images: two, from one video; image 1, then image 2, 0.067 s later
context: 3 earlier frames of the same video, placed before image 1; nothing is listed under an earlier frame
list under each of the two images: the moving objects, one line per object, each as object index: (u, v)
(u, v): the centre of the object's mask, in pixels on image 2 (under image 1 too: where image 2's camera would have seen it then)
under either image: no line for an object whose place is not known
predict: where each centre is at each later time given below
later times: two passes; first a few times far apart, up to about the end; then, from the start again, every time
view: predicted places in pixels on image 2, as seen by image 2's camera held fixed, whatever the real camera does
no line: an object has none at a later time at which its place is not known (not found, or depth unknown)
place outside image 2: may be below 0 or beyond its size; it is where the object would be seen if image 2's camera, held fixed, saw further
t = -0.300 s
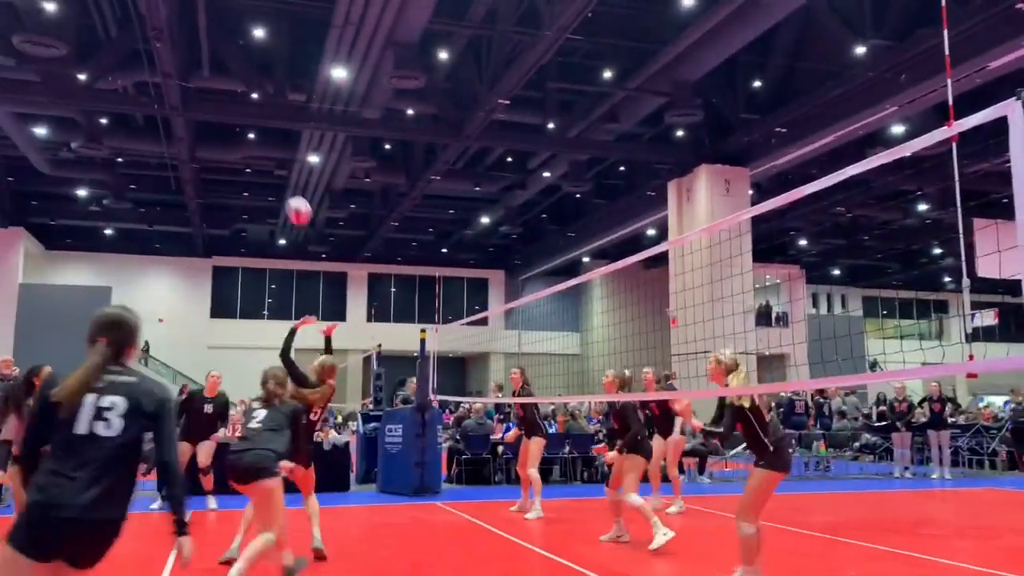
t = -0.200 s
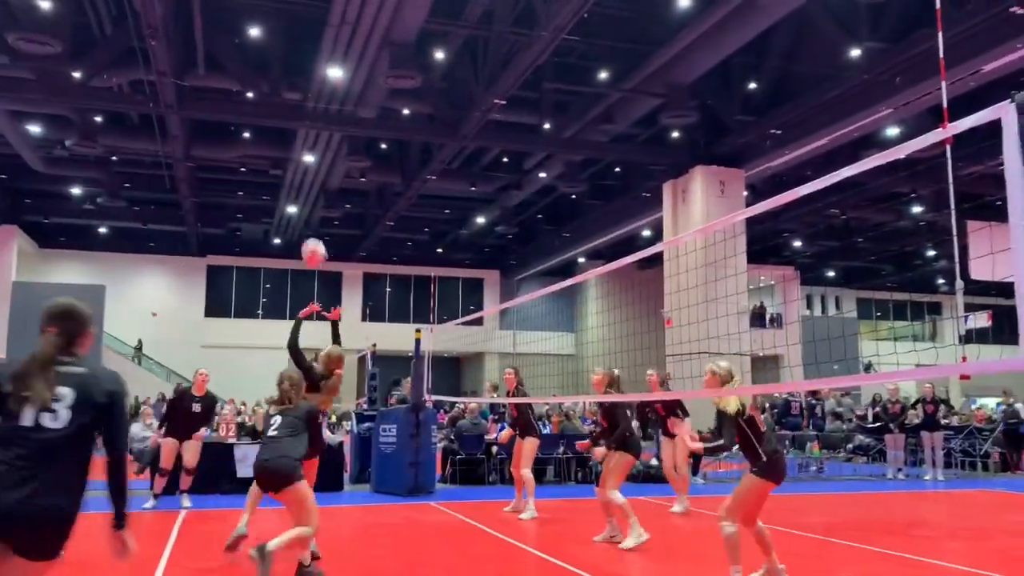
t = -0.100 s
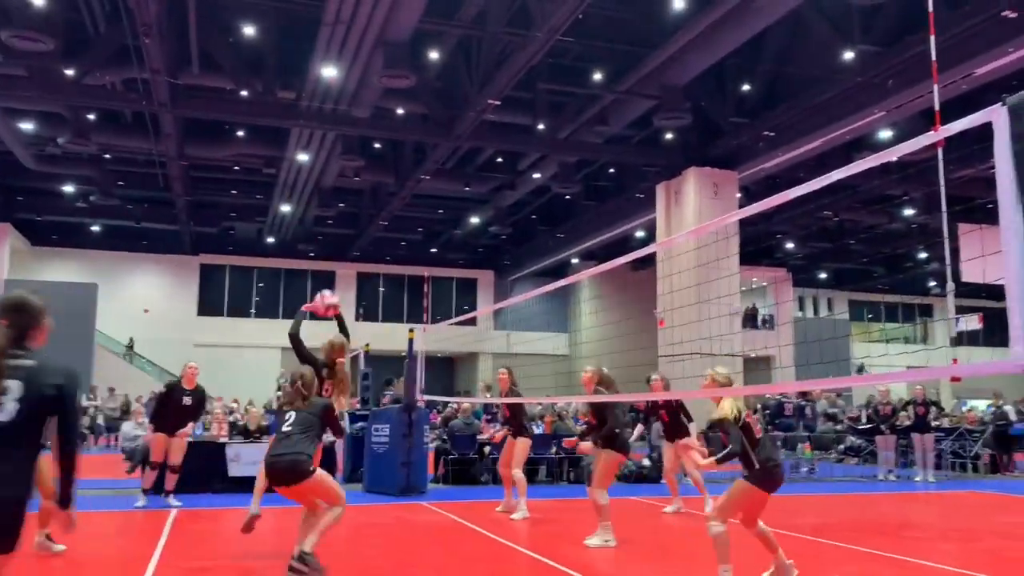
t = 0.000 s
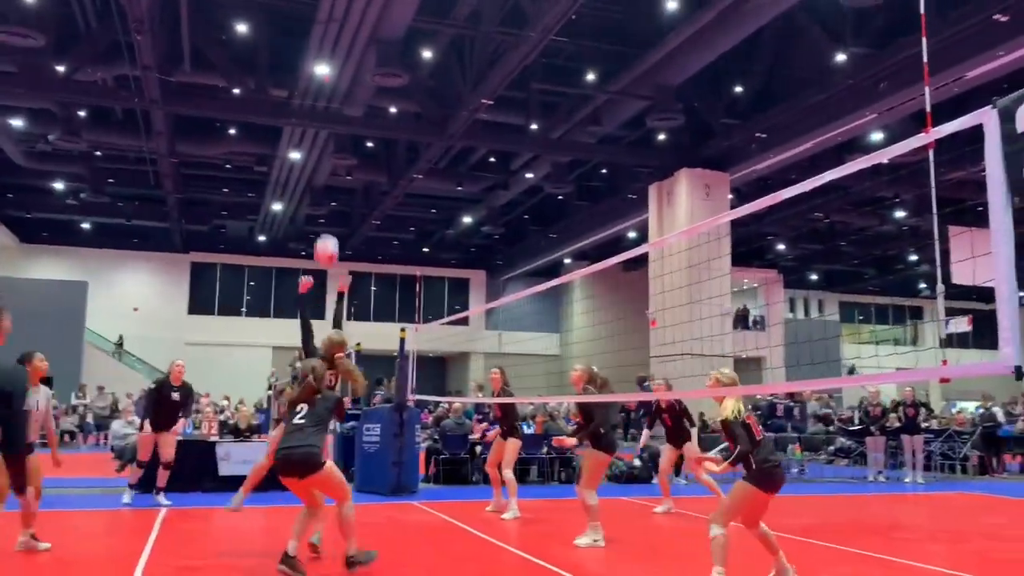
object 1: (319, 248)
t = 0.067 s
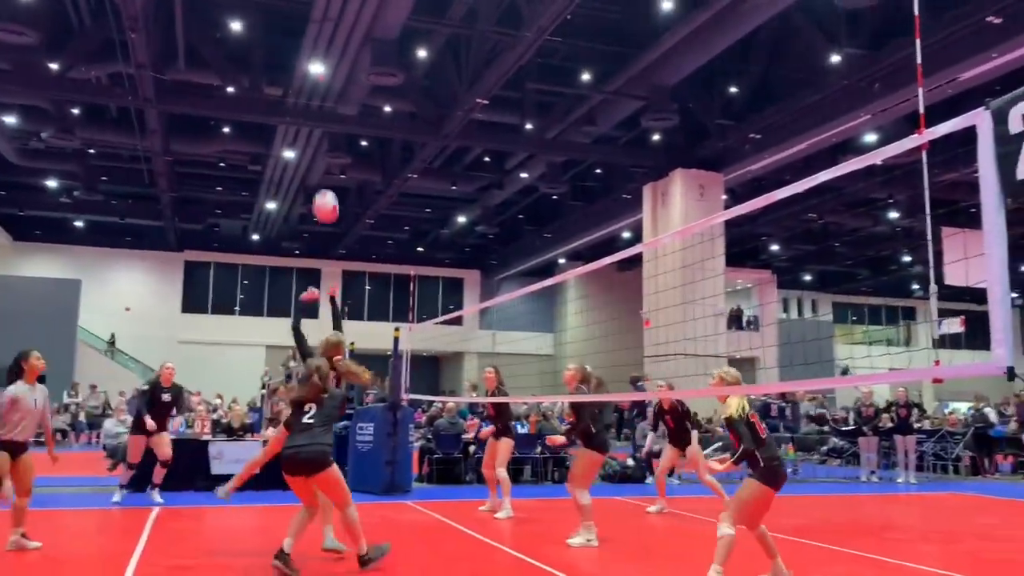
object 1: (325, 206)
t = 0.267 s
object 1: (340, 105)
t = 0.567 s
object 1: (359, 37)
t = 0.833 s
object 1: (373, 66)
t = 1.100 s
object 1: (383, 191)
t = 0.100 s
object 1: (328, 186)
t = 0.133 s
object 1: (331, 167)
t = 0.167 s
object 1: (333, 151)
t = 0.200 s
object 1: (335, 134)
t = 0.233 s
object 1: (337, 119)
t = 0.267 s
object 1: (340, 105)
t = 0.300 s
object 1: (341, 92)
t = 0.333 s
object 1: (343, 81)
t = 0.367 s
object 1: (346, 71)
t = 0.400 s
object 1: (348, 62)
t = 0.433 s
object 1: (350, 55)
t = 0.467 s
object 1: (352, 49)
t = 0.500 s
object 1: (355, 44)
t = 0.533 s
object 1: (357, 40)
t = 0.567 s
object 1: (359, 37)
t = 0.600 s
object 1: (361, 36)
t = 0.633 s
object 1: (362, 36)
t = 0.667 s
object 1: (364, 38)
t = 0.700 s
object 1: (366, 41)
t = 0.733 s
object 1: (368, 45)
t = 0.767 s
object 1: (369, 51)
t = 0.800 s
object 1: (371, 57)
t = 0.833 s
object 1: (373, 66)
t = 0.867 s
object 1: (374, 76)
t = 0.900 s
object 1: (376, 88)
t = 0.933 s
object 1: (378, 101)
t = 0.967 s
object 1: (379, 115)
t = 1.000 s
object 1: (380, 132)
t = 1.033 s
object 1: (381, 150)
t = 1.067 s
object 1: (382, 170)
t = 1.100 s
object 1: (383, 191)
